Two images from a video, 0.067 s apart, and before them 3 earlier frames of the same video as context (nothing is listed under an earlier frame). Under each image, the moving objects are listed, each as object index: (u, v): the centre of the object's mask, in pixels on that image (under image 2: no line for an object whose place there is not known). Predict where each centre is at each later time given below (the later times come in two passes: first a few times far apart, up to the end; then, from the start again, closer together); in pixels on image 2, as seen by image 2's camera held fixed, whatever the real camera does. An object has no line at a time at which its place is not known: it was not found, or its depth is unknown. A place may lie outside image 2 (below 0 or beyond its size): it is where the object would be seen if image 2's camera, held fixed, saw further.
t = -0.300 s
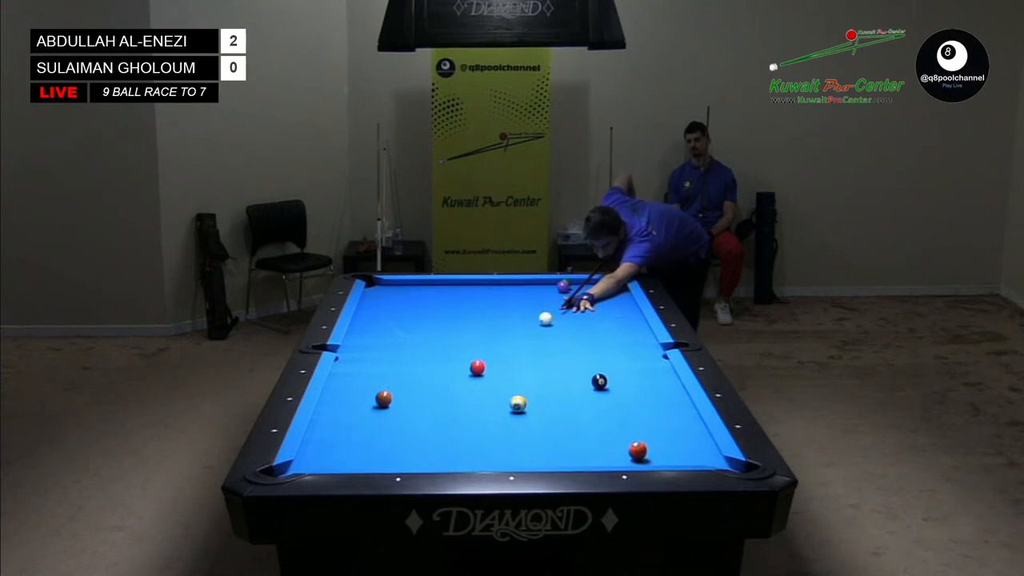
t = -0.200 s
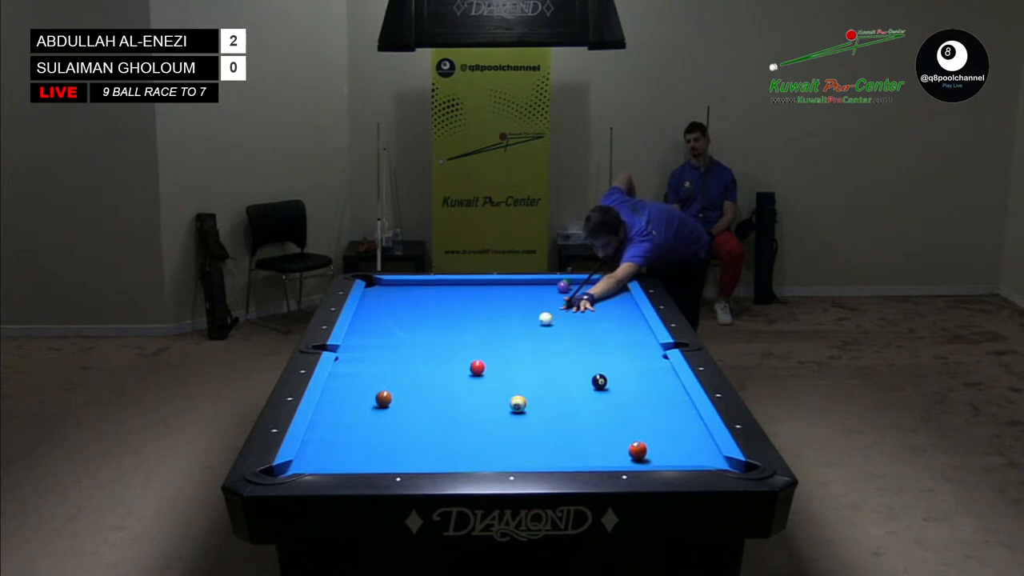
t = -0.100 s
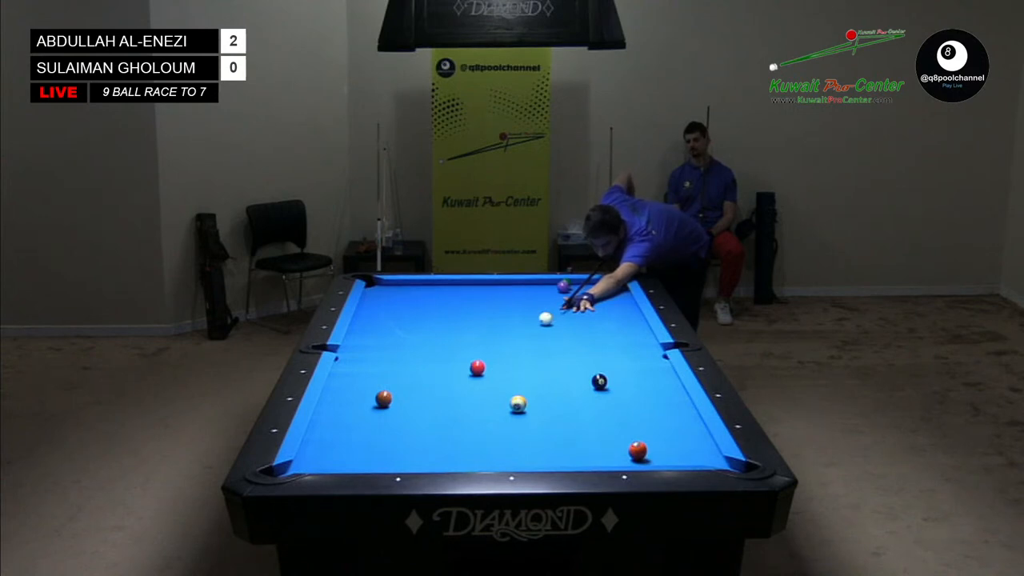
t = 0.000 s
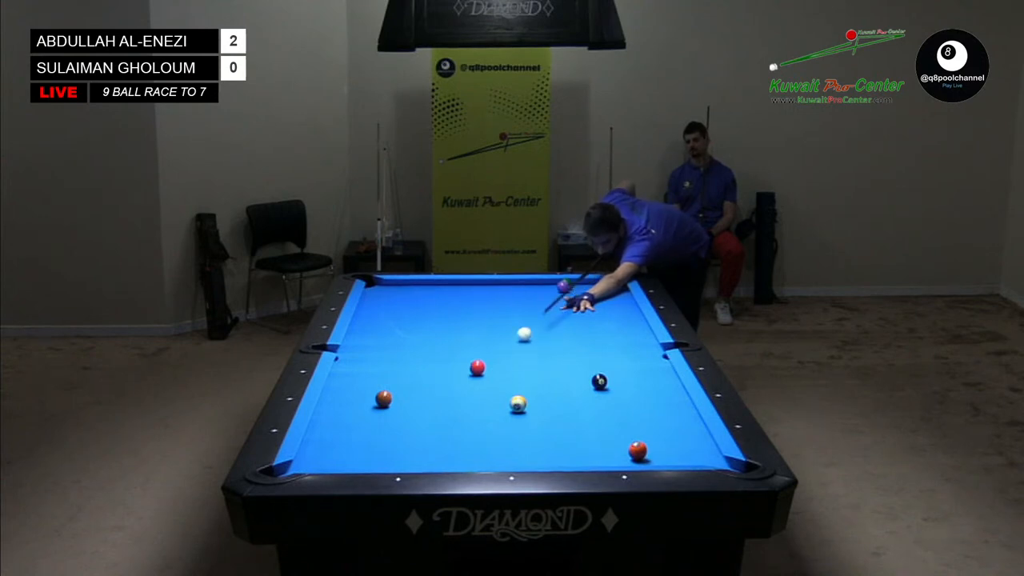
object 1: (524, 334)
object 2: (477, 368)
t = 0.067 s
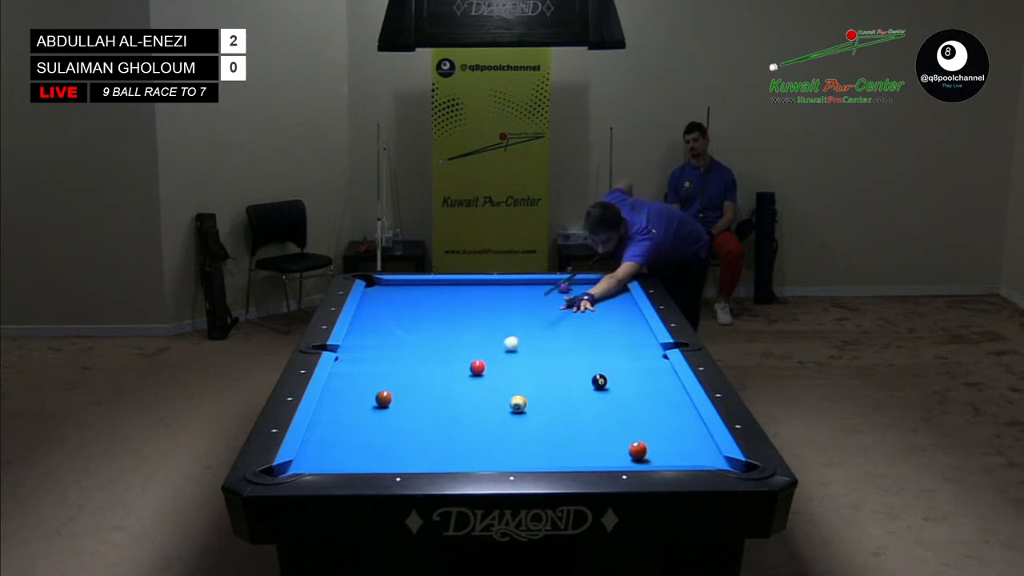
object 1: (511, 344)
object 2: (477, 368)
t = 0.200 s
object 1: (490, 365)
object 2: (447, 384)
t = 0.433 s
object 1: (516, 364)
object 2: (315, 456)
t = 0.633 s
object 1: (542, 357)
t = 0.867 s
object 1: (572, 345)
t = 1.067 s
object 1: (598, 335)
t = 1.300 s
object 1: (625, 324)
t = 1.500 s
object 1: (632, 316)
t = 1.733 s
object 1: (611, 308)
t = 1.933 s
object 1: (595, 302)
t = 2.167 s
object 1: (579, 296)
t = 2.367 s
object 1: (563, 290)
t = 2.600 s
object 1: (546, 288)
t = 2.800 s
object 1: (531, 287)
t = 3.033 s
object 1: (516, 285)
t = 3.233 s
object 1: (504, 284)
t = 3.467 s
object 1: (491, 283)
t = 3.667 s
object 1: (479, 282)
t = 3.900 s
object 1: (467, 282)
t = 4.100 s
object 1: (457, 282)
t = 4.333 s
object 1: (445, 283)
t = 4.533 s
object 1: (436, 283)
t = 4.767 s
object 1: (427, 284)
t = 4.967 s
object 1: (420, 284)
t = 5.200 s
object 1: (411, 285)
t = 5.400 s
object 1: (406, 285)
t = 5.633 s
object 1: (399, 286)
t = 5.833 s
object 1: (394, 286)
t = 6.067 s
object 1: (389, 286)
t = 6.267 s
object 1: (385, 287)
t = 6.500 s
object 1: (382, 287)
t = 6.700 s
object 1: (380, 287)
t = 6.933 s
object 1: (378, 288)
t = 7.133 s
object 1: (377, 288)
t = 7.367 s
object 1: (377, 288)
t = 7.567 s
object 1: (377, 288)
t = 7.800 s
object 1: (377, 288)
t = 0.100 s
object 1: (497, 354)
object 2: (477, 368)
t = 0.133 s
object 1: (486, 363)
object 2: (475, 369)
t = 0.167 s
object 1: (486, 365)
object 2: (467, 373)
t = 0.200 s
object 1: (490, 365)
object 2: (447, 384)
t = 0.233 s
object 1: (494, 366)
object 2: (427, 395)
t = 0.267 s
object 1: (496, 366)
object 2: (416, 401)
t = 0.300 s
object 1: (500, 366)
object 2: (396, 412)
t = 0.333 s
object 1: (505, 365)
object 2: (374, 424)
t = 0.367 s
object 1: (509, 365)
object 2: (351, 436)
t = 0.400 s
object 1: (514, 364)
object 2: (327, 449)
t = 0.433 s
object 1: (516, 364)
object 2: (315, 456)
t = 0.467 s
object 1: (519, 363)
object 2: (303, 461)
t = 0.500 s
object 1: (524, 362)
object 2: (290, 471)
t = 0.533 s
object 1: (529, 361)
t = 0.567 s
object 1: (532, 360)
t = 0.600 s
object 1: (537, 359)
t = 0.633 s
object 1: (542, 357)
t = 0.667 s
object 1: (545, 356)
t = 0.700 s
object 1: (551, 354)
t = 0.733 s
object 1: (556, 352)
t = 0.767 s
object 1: (562, 350)
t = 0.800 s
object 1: (567, 347)
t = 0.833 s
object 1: (570, 346)
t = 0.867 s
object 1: (572, 345)
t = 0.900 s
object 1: (577, 343)
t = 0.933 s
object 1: (583, 341)
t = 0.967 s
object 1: (585, 340)
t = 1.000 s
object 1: (590, 338)
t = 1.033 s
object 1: (595, 336)
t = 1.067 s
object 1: (598, 335)
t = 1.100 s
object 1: (602, 333)
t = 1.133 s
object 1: (607, 332)
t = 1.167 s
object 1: (612, 330)
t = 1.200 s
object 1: (616, 328)
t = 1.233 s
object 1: (619, 327)
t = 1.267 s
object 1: (621, 326)
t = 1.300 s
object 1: (625, 324)
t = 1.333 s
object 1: (630, 323)
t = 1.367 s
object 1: (632, 322)
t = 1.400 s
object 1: (636, 320)
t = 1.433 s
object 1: (639, 319)
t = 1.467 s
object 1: (636, 318)
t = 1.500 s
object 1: (632, 316)
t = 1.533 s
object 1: (628, 315)
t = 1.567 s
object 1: (625, 314)
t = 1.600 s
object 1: (621, 312)
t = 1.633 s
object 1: (620, 311)
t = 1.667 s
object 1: (618, 311)
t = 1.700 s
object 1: (615, 310)
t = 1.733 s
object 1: (611, 308)
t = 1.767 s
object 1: (610, 308)
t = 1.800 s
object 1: (606, 306)
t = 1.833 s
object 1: (603, 305)
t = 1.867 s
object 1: (602, 305)
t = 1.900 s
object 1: (598, 303)
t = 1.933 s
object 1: (595, 302)
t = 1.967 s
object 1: (592, 301)
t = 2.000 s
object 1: (589, 300)
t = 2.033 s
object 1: (588, 299)
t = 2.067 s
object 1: (586, 299)
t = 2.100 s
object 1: (583, 298)
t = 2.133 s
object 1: (580, 296)
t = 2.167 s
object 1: (579, 296)
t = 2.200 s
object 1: (576, 295)
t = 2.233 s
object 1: (573, 293)
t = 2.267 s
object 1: (572, 293)
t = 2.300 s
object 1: (569, 292)
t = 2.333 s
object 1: (566, 291)
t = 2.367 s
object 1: (563, 290)
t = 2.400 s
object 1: (560, 289)
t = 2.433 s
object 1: (559, 289)
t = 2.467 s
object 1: (557, 289)
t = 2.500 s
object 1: (554, 288)
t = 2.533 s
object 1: (551, 288)
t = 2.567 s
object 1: (550, 289)
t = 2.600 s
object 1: (546, 288)
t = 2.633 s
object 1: (544, 288)
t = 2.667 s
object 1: (542, 288)
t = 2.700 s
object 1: (539, 288)
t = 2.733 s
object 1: (537, 287)
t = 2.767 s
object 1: (534, 287)
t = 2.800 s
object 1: (531, 287)
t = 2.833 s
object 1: (530, 287)
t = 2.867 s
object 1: (528, 286)
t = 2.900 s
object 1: (526, 286)
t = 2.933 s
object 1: (523, 286)
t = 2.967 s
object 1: (522, 286)
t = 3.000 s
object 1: (519, 285)
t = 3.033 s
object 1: (516, 285)
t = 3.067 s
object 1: (515, 285)
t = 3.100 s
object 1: (513, 285)
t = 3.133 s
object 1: (510, 285)
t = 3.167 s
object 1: (508, 285)
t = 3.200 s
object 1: (505, 284)
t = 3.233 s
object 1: (504, 284)
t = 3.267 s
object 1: (503, 284)
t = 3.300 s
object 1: (500, 284)
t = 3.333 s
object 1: (498, 284)
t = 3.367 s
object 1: (497, 284)
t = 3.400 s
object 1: (494, 283)
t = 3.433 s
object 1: (492, 283)
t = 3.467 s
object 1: (491, 283)
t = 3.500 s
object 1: (488, 283)
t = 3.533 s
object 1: (486, 283)
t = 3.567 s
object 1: (484, 283)
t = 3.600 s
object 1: (482, 282)
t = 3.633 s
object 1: (480, 282)
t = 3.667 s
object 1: (479, 282)
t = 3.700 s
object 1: (477, 282)
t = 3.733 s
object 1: (475, 282)
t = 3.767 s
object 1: (474, 282)
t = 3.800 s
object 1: (472, 282)
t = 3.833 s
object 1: (470, 282)
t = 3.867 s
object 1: (469, 282)
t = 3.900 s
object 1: (467, 282)
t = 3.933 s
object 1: (465, 282)
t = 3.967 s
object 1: (463, 282)
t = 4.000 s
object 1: (461, 282)
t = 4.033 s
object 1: (460, 282)
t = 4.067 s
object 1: (459, 282)
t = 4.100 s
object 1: (457, 282)
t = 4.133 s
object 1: (455, 282)
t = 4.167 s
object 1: (454, 282)
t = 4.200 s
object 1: (452, 283)
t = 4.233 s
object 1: (450, 283)
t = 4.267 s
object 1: (449, 283)
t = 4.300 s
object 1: (447, 283)
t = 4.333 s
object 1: (445, 283)
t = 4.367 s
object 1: (444, 283)
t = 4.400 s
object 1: (442, 283)
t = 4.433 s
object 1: (441, 283)
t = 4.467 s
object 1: (440, 283)
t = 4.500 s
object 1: (438, 283)
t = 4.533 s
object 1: (436, 283)
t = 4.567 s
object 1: (436, 283)
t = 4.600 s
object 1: (434, 284)
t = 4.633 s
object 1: (432, 284)
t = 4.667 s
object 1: (431, 284)
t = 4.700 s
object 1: (430, 284)
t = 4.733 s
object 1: (428, 284)
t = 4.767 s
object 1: (427, 284)
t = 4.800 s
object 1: (425, 284)
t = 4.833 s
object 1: (424, 284)
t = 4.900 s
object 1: (423, 284)
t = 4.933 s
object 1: (420, 284)
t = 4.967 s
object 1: (420, 284)
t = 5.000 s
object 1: (419, 285)
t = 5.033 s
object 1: (417, 285)
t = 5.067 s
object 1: (416, 285)
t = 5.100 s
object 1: (415, 285)
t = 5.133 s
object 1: (414, 285)
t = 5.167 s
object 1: (412, 285)
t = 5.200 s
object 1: (411, 285)
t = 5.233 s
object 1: (410, 285)
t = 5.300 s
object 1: (408, 285)
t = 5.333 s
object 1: (407, 285)
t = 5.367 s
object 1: (406, 285)
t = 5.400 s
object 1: (406, 285)
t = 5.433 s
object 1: (404, 285)
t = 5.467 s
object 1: (404, 286)
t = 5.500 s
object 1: (402, 286)
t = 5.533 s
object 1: (401, 286)
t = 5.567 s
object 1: (400, 286)
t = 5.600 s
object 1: (399, 286)
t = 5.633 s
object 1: (399, 286)
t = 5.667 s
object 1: (399, 286)
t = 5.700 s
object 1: (397, 286)
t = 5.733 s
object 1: (396, 286)
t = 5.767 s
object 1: (396, 286)
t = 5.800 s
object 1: (395, 286)
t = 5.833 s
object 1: (394, 286)
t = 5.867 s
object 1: (393, 286)
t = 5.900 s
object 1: (392, 286)
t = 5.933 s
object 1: (391, 286)
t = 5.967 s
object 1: (390, 286)
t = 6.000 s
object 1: (390, 286)
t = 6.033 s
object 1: (389, 286)
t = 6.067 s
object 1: (389, 286)
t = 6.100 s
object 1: (388, 287)
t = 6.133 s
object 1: (388, 287)
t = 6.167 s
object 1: (387, 287)
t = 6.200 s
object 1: (386, 287)
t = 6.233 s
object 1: (386, 287)
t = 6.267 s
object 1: (385, 287)
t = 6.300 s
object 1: (385, 287)
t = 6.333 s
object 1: (384, 287)
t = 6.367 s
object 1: (384, 287)
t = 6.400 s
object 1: (383, 287)
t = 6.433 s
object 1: (383, 287)
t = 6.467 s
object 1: (383, 287)
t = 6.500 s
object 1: (382, 287)
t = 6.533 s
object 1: (382, 287)
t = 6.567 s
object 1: (381, 287)
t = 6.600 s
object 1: (381, 287)
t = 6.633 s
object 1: (381, 287)
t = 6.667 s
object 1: (380, 287)
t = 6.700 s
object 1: (380, 287)
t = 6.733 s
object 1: (380, 287)
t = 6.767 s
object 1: (379, 287)
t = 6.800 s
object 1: (379, 288)
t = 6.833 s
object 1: (379, 288)
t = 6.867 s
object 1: (379, 288)
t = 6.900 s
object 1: (378, 288)
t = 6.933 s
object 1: (378, 288)
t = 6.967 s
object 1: (378, 288)
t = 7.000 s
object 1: (378, 288)
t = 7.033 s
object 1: (378, 288)
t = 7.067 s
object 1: (378, 288)
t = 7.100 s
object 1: (377, 288)
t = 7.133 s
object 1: (377, 288)
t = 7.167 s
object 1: (377, 288)
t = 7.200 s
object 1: (377, 288)
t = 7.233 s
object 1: (377, 288)
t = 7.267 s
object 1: (377, 288)
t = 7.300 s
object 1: (377, 288)
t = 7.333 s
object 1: (377, 288)
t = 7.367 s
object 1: (377, 288)
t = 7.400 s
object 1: (377, 288)
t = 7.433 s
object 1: (377, 288)
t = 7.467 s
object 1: (377, 288)
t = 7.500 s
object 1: (377, 288)
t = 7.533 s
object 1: (377, 288)
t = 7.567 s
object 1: (377, 288)
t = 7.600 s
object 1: (377, 288)
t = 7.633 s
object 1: (377, 288)
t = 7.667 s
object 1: (377, 288)
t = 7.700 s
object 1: (377, 288)
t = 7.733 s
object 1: (377, 288)
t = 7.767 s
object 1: (377, 288)
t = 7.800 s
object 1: (377, 288)
